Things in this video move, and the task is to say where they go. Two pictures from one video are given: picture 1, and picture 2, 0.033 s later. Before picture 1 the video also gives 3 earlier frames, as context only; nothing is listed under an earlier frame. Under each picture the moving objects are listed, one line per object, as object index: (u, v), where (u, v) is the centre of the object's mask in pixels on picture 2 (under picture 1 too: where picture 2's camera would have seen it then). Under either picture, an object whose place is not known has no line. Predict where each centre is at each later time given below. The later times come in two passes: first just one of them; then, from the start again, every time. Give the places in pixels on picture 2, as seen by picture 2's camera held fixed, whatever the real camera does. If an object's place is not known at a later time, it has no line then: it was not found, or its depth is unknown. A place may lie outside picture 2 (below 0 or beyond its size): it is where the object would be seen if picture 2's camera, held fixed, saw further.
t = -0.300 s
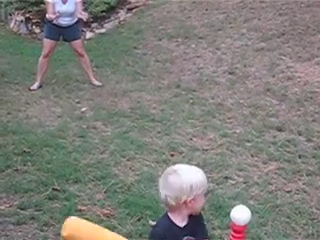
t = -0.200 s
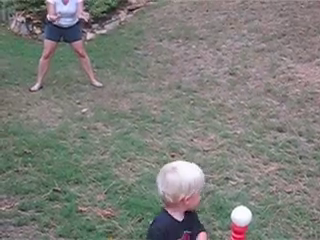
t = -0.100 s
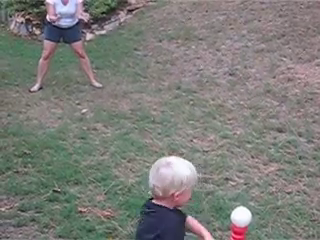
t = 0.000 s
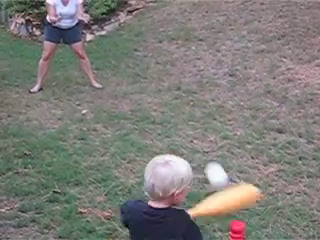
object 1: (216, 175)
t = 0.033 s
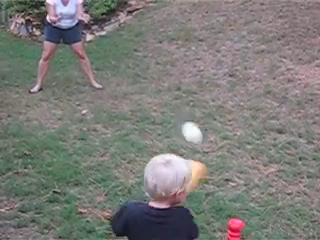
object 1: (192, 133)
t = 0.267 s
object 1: (101, 17)
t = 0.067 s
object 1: (171, 100)
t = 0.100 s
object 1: (154, 74)
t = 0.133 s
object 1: (140, 56)
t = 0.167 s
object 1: (128, 41)
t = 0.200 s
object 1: (118, 30)
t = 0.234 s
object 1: (109, 23)
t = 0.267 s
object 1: (101, 17)
